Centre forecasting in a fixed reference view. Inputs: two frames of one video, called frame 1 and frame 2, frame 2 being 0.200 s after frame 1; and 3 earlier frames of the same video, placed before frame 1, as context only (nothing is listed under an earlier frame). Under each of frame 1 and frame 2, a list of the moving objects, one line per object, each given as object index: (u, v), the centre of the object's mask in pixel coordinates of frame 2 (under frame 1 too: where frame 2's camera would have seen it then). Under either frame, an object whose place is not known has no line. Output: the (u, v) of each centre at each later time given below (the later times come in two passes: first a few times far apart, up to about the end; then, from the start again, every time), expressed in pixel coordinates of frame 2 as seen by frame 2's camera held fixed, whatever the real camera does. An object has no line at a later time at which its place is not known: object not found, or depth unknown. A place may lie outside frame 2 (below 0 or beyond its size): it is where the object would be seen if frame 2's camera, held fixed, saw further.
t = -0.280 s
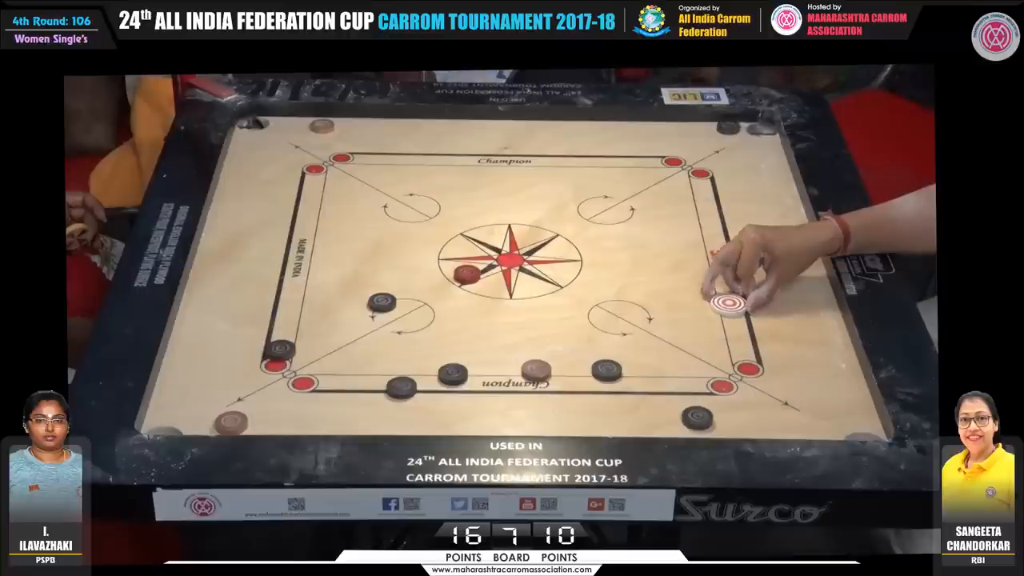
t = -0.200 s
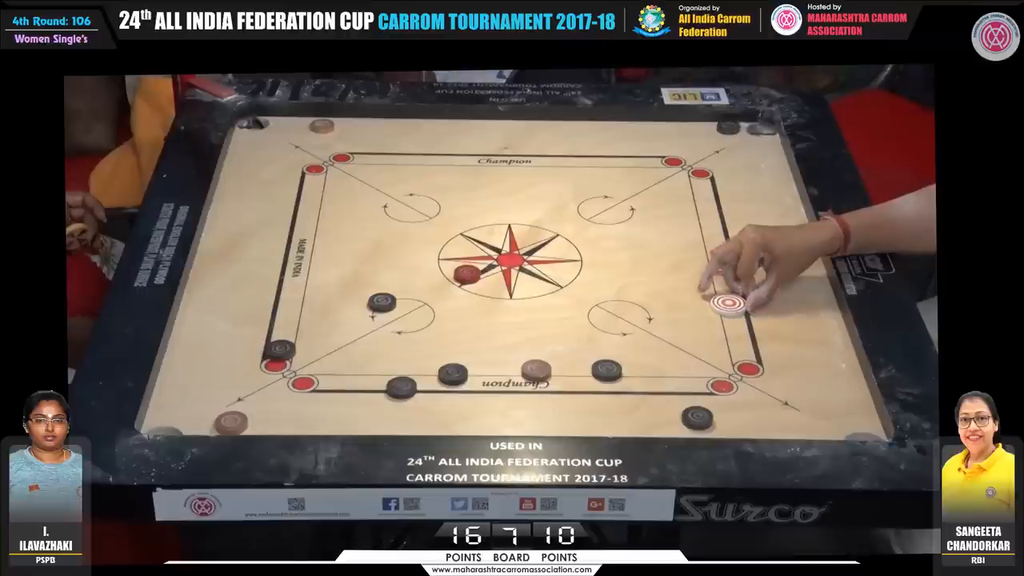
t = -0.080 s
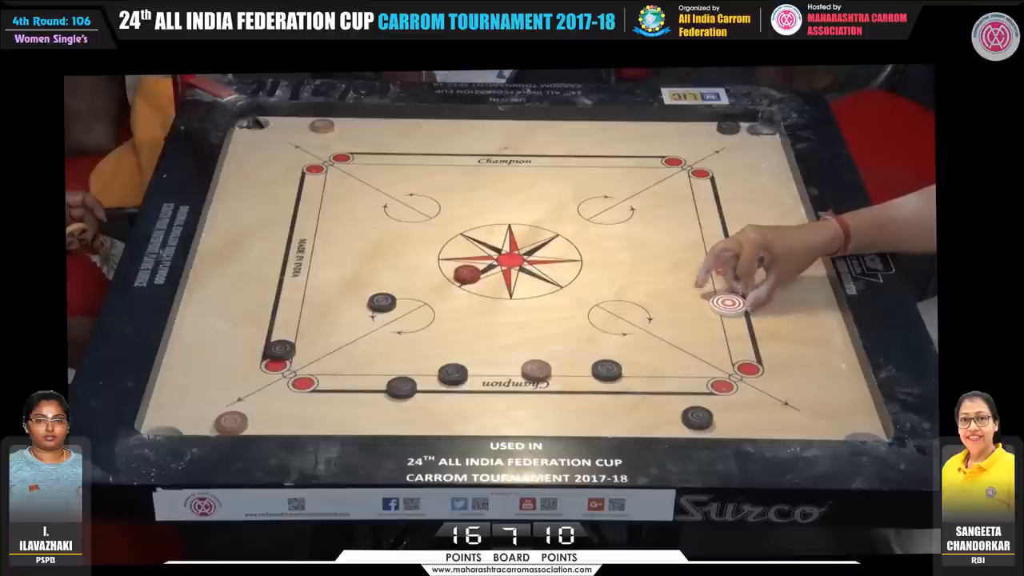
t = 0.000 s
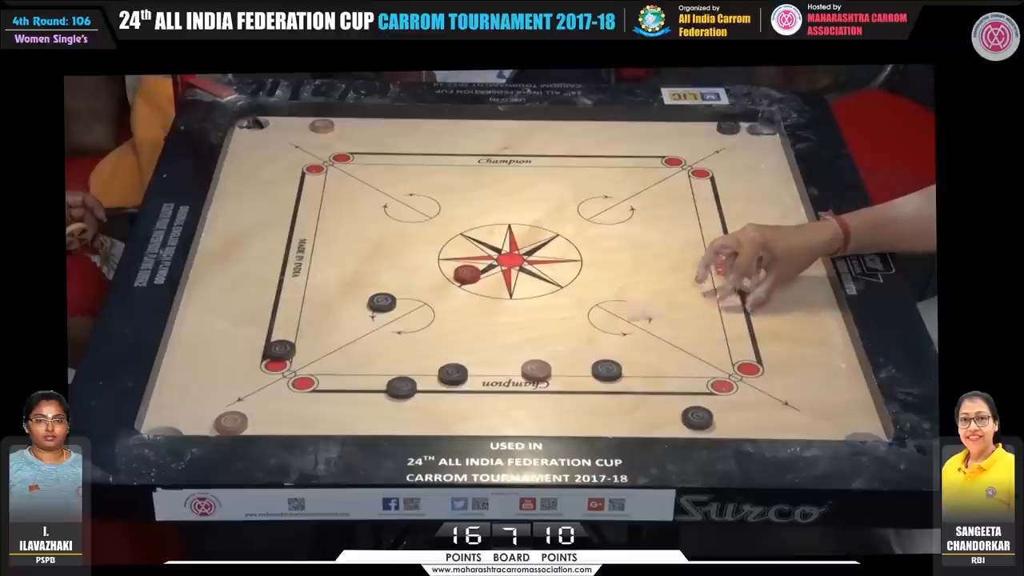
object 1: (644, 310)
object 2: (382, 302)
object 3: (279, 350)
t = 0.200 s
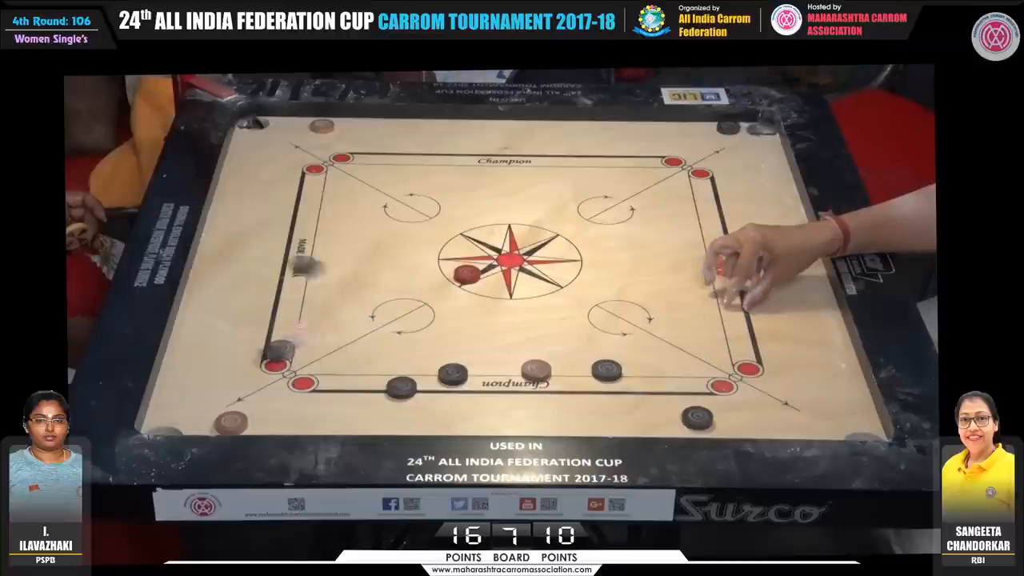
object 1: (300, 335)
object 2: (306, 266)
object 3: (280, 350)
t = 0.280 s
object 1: (222, 337)
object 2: (236, 232)
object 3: (189, 404)
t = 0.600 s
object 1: (346, 339)
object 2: (387, 179)
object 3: (203, 393)
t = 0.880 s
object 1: (415, 339)
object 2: (440, 164)
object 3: (203, 391)
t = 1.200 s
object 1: (417, 339)
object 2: (441, 164)
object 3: (203, 391)
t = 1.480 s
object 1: (417, 339)
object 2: (441, 164)
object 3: (203, 391)
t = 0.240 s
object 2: (268, 249)
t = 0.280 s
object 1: (222, 337)
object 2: (236, 232)
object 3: (189, 404)
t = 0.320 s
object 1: (191, 338)
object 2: (230, 220)
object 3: (166, 426)
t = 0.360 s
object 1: (212, 336)
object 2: (260, 212)
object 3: (192, 428)
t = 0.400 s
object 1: (237, 340)
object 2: (285, 205)
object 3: (199, 420)
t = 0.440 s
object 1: (265, 338)
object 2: (314, 198)
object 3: (201, 412)
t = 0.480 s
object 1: (289, 338)
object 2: (334, 193)
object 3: (202, 405)
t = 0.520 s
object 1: (313, 338)
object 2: (354, 187)
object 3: (202, 400)
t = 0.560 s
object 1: (331, 338)
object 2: (372, 183)
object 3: (202, 396)
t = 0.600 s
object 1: (346, 339)
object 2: (387, 179)
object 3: (203, 393)
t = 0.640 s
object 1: (360, 340)
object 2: (400, 175)
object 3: (203, 391)
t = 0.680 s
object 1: (375, 340)
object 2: (412, 172)
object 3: (203, 391)
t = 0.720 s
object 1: (387, 340)
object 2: (421, 169)
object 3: (203, 391)
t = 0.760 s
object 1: (397, 340)
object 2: (429, 167)
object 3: (203, 391)
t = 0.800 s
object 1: (404, 340)
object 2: (434, 166)
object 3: (203, 391)
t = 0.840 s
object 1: (411, 339)
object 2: (438, 165)
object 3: (203, 391)
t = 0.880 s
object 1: (415, 339)
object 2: (440, 164)
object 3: (203, 391)
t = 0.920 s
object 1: (417, 339)
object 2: (441, 164)
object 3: (203, 391)
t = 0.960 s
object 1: (417, 339)
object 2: (441, 164)
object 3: (203, 391)
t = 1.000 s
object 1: (417, 339)
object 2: (441, 164)
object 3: (203, 391)
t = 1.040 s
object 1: (417, 339)
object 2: (441, 164)
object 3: (203, 391)
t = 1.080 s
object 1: (417, 339)
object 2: (441, 164)
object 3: (203, 391)
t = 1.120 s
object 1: (417, 339)
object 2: (441, 164)
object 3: (203, 391)
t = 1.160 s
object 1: (417, 339)
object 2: (441, 164)
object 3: (203, 391)
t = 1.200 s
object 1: (417, 339)
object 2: (441, 164)
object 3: (203, 391)
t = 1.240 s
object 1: (417, 339)
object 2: (441, 164)
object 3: (203, 391)
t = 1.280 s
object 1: (417, 339)
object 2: (441, 164)
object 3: (203, 391)
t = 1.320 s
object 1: (417, 339)
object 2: (441, 164)
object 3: (203, 391)
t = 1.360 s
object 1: (417, 339)
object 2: (441, 164)
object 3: (203, 391)
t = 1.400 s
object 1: (417, 339)
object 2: (441, 165)
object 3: (203, 391)
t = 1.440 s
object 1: (417, 339)
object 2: (441, 165)
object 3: (203, 391)
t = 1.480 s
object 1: (417, 339)
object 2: (441, 164)
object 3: (203, 391)
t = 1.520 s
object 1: (417, 339)
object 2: (441, 164)
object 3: (203, 391)
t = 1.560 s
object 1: (417, 339)
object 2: (441, 165)
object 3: (203, 391)
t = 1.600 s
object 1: (417, 339)
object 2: (441, 165)
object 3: (203, 391)
